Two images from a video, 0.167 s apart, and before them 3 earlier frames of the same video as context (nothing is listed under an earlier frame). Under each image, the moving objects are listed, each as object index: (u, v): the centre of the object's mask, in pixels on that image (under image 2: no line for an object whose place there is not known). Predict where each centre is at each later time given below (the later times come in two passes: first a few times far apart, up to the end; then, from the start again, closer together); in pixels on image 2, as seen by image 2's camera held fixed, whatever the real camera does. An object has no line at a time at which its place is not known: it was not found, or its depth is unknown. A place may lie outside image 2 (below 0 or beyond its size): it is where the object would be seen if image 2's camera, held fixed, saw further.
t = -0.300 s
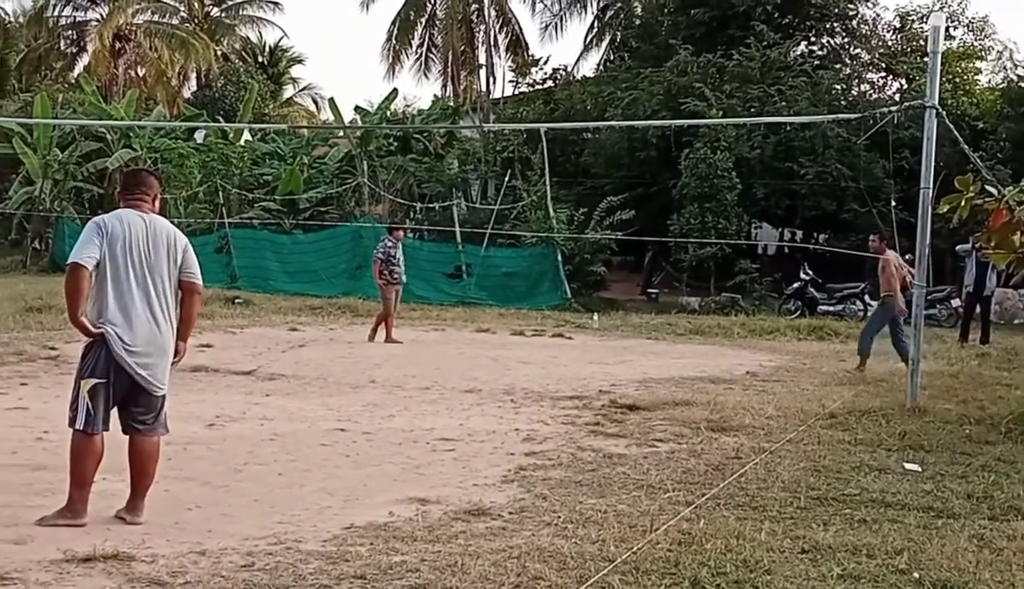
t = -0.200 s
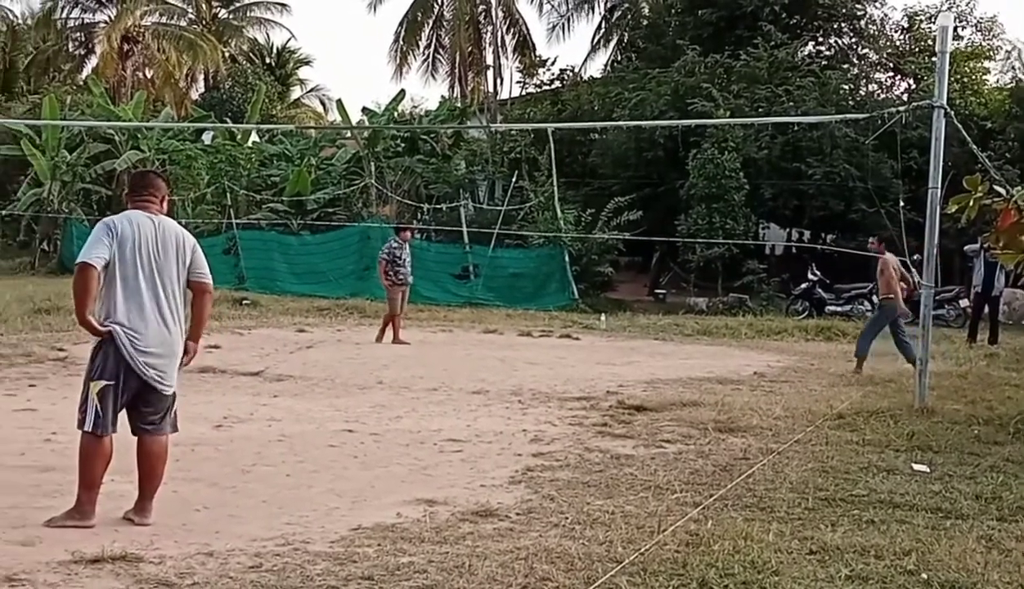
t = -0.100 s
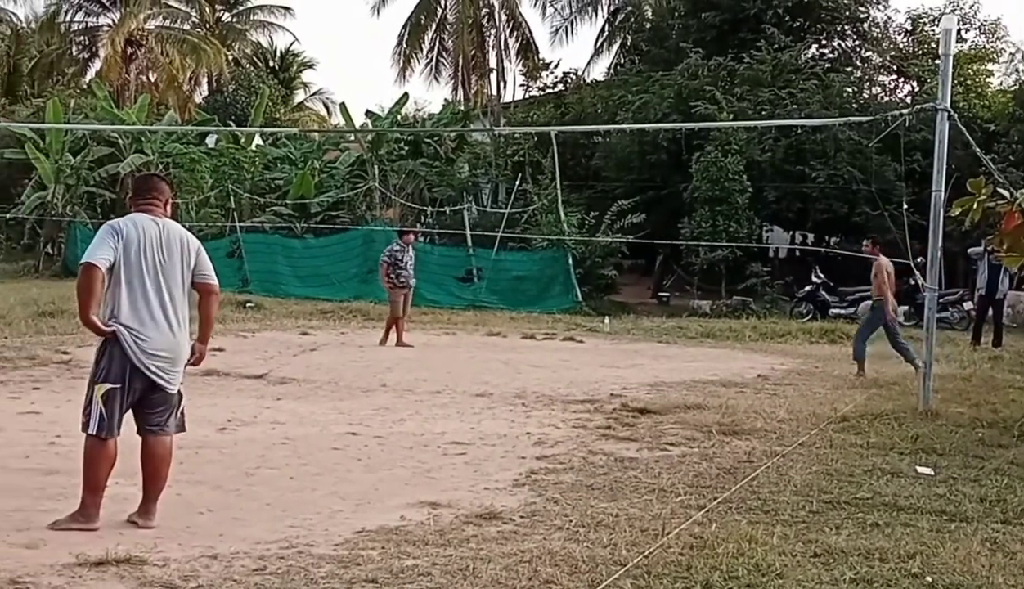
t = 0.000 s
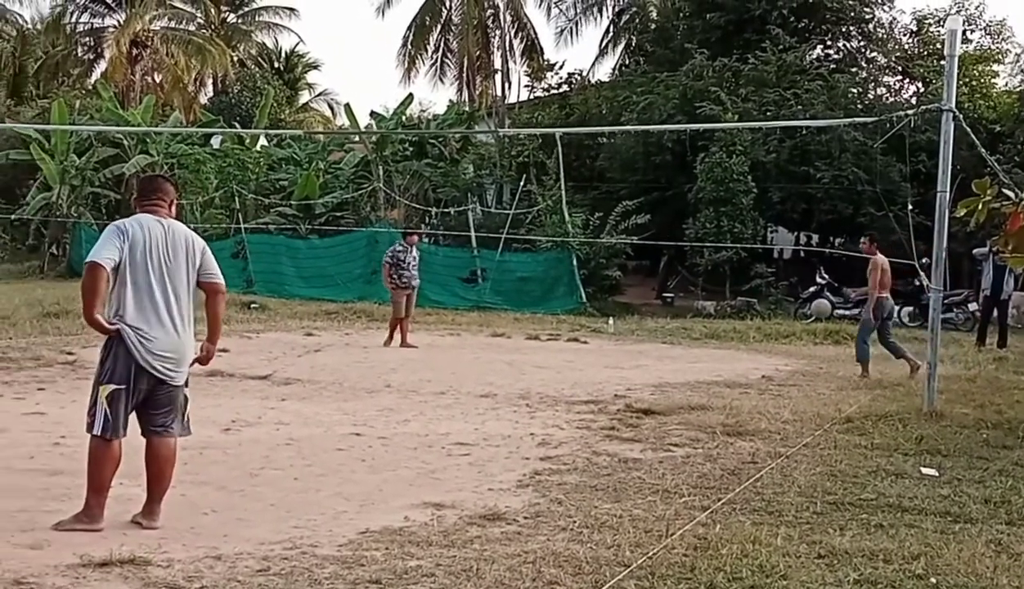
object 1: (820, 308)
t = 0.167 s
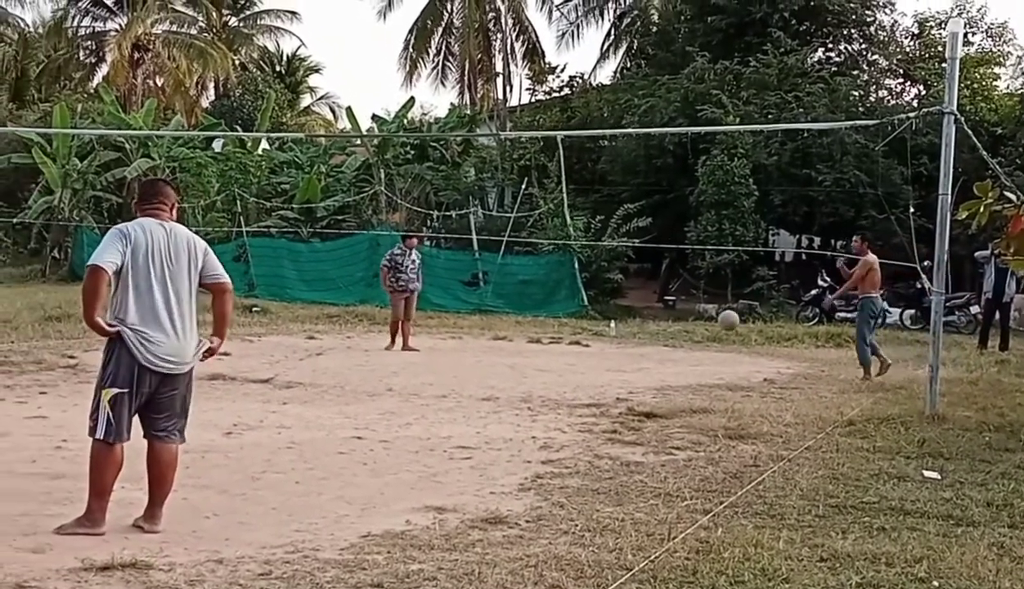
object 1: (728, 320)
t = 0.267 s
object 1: (669, 340)
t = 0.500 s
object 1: (543, 360)
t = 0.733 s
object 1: (435, 349)
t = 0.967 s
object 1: (321, 392)
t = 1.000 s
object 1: (304, 384)
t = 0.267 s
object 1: (669, 340)
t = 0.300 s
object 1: (648, 349)
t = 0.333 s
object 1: (627, 360)
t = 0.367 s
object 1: (606, 371)
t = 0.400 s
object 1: (586, 382)
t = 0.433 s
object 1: (572, 373)
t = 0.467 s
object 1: (557, 366)
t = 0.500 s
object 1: (543, 360)
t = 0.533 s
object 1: (528, 354)
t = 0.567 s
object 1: (513, 350)
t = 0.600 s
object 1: (498, 347)
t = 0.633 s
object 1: (482, 346)
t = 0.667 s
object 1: (467, 346)
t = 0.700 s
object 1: (451, 346)
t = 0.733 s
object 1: (435, 349)
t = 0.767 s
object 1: (419, 352)
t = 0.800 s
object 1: (404, 357)
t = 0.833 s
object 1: (386, 362)
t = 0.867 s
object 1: (370, 370)
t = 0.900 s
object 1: (354, 379)
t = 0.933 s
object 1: (337, 389)
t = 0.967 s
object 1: (321, 392)
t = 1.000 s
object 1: (304, 384)
